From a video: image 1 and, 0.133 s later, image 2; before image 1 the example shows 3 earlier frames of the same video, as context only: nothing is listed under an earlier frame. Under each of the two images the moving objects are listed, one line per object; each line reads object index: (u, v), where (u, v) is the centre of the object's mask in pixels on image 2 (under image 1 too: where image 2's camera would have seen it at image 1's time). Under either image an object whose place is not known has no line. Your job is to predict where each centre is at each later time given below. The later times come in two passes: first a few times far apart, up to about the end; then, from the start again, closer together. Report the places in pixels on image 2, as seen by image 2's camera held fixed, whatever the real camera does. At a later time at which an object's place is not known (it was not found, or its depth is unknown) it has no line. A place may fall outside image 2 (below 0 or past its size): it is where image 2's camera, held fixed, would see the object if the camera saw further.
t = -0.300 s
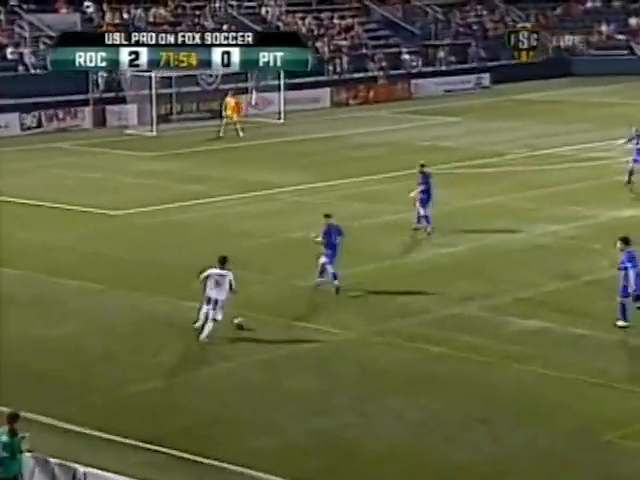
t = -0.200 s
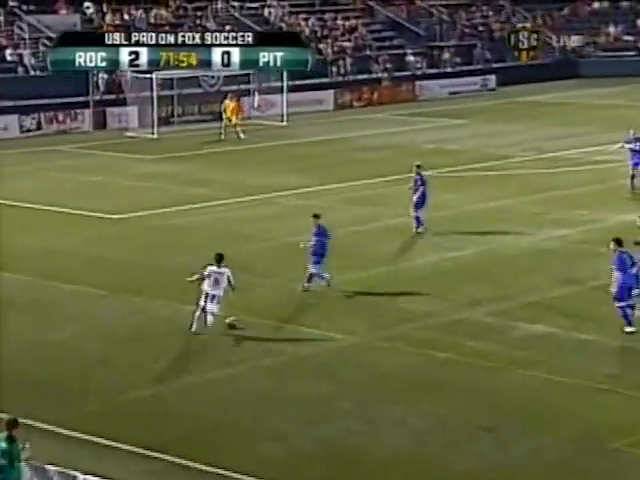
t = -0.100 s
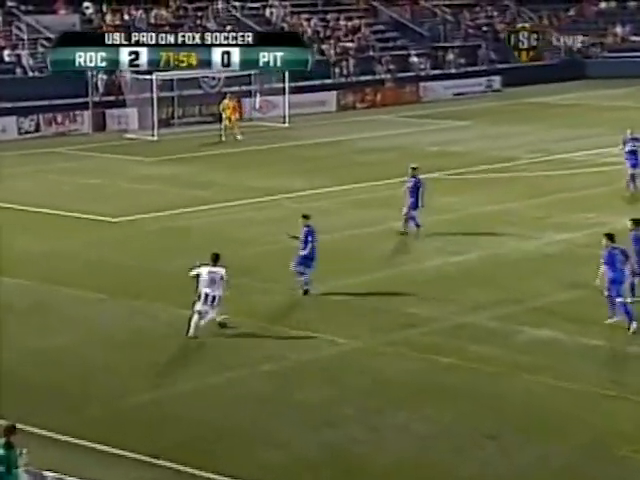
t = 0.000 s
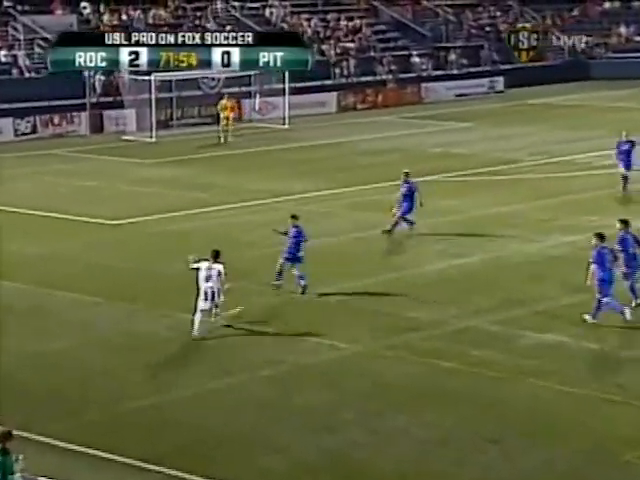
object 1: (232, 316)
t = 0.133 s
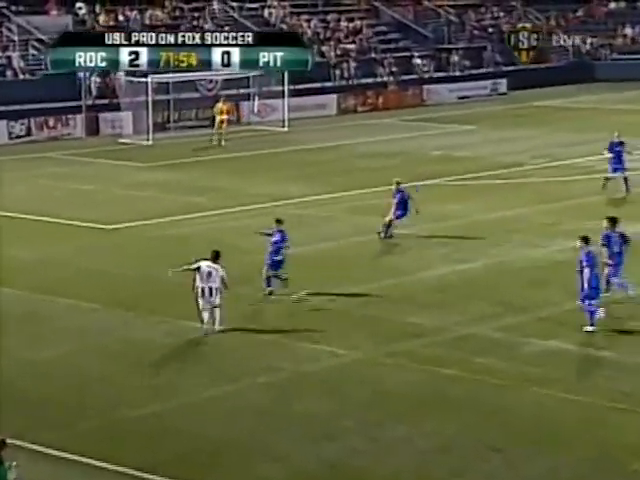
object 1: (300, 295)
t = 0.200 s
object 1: (329, 288)
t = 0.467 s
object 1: (429, 266)
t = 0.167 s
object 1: (314, 290)
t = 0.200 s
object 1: (329, 288)
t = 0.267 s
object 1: (361, 284)
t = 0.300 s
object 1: (375, 282)
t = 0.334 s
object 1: (386, 277)
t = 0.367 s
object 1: (397, 272)
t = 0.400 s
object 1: (408, 270)
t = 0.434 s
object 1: (418, 267)
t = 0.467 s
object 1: (429, 266)
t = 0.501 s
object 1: (439, 263)
